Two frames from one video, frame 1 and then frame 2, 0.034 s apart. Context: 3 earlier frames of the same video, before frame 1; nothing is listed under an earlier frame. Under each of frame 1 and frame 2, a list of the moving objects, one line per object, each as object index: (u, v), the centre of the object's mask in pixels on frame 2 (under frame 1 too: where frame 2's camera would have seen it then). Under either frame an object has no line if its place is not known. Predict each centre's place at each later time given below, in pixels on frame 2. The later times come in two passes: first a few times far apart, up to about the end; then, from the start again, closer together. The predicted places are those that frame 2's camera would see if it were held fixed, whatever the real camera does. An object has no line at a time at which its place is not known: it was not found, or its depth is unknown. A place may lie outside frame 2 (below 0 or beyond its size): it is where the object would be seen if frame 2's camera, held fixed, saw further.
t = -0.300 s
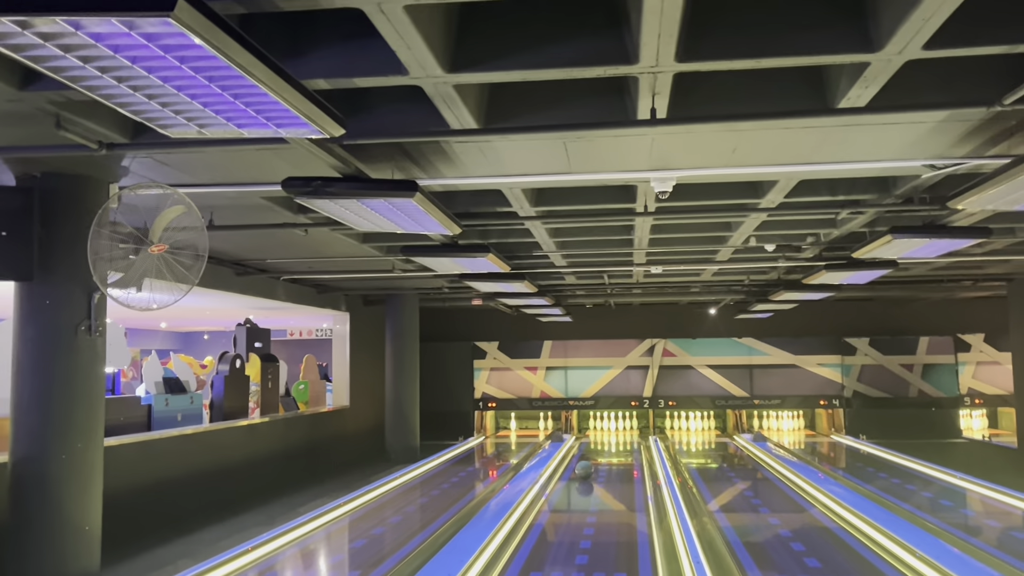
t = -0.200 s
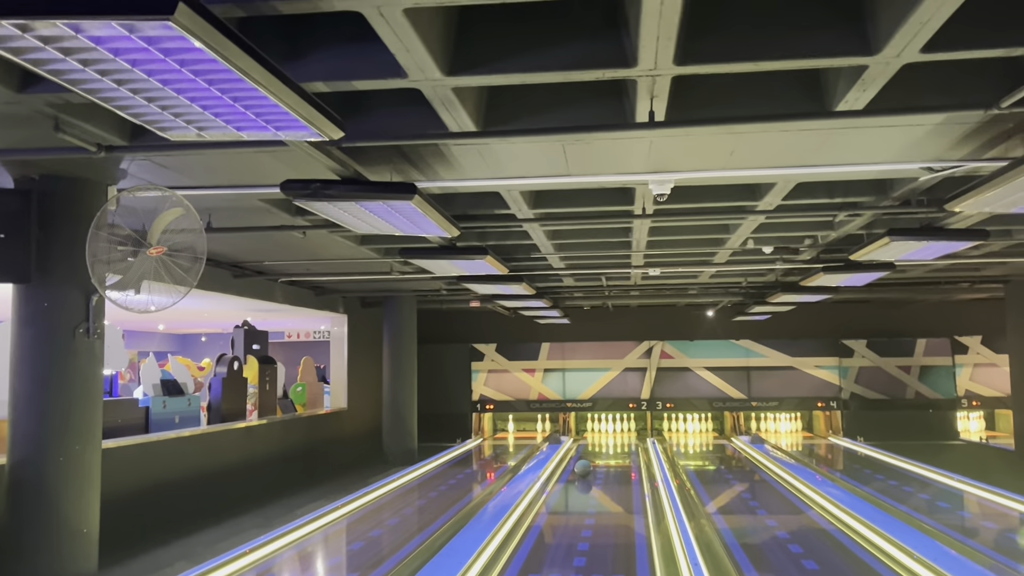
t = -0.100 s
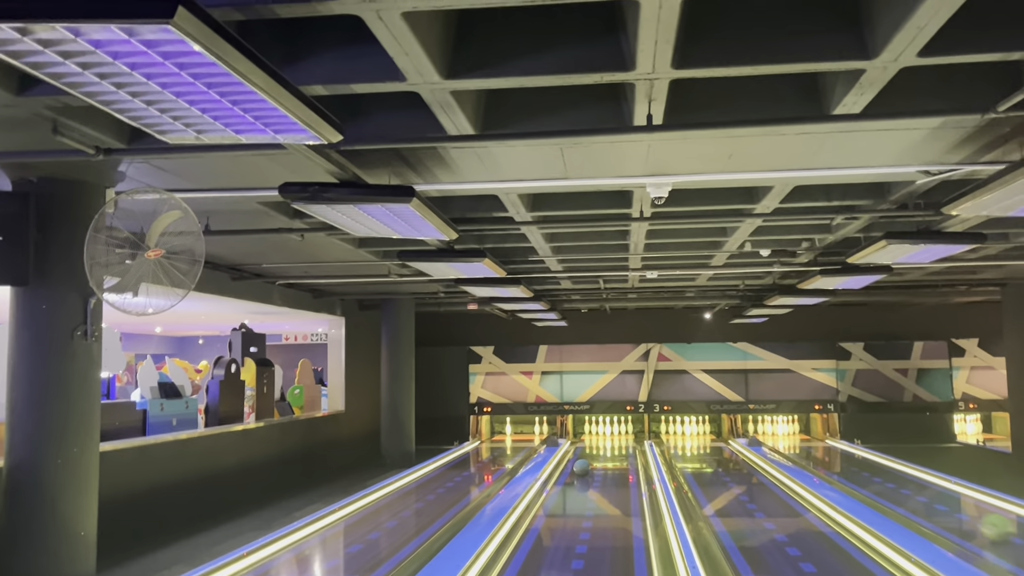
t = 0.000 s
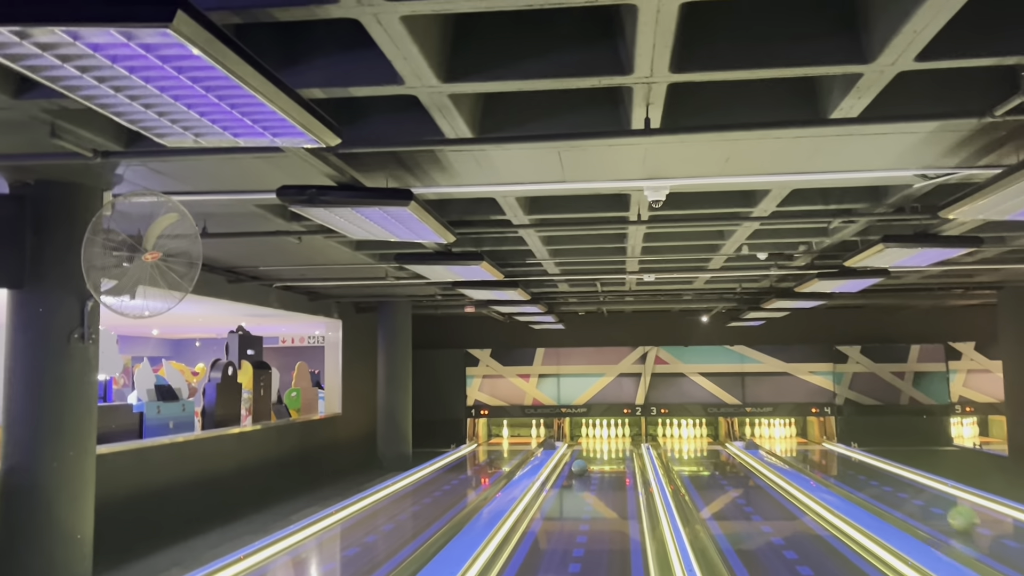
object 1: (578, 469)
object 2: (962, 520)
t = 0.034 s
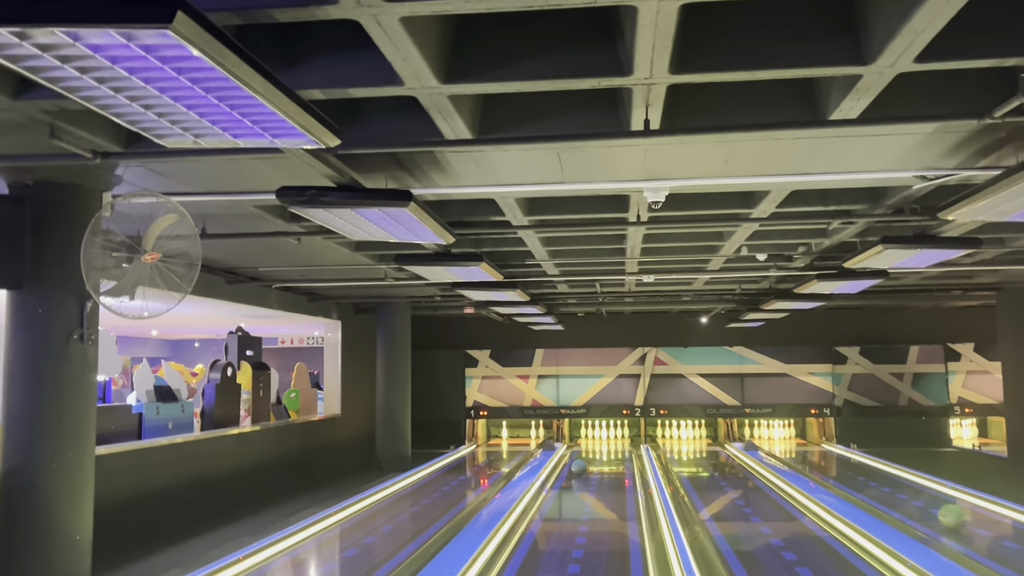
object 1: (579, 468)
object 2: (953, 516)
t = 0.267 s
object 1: (581, 462)
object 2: (900, 496)
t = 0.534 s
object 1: (583, 456)
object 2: (857, 479)
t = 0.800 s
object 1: (584, 452)
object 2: (827, 466)
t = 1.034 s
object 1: (588, 447)
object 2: (803, 458)
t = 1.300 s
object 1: (589, 443)
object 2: (783, 450)
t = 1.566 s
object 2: (766, 444)
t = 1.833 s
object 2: (752, 438)
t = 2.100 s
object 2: (741, 438)
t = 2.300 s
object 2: (739, 437)
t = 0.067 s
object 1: (579, 467)
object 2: (944, 513)
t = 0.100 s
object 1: (579, 466)
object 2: (936, 510)
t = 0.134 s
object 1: (580, 465)
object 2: (928, 507)
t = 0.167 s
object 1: (580, 465)
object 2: (921, 504)
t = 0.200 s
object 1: (580, 464)
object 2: (913, 501)
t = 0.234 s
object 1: (580, 463)
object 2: (907, 498)
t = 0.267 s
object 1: (581, 462)
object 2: (900, 496)
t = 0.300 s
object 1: (581, 462)
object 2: (894, 493)
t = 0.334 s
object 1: (581, 461)
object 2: (888, 491)
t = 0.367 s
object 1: (581, 461)
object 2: (882, 488)
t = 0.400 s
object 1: (581, 460)
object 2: (877, 486)
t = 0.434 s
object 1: (582, 458)
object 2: (871, 484)
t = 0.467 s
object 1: (582, 457)
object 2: (866, 482)
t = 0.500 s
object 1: (582, 457)
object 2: (861, 480)
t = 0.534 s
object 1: (583, 456)
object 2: (857, 479)
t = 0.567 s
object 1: (583, 455)
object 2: (853, 477)
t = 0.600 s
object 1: (583, 455)
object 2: (848, 475)
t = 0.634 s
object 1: (584, 454)
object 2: (844, 473)
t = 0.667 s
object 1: (584, 453)
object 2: (840, 472)
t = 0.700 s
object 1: (584, 453)
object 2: (835, 470)
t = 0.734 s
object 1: (582, 452)
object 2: (832, 468)
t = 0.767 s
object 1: (583, 452)
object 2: (829, 467)
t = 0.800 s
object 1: (584, 452)
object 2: (827, 466)
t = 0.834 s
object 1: (583, 451)
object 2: (820, 464)
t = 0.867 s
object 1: (584, 450)
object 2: (817, 463)
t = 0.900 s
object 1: (586, 450)
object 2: (815, 462)
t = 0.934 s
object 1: (587, 448)
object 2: (811, 460)
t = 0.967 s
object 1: (587, 448)
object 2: (808, 459)
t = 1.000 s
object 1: (587, 447)
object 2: (805, 458)
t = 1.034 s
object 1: (588, 447)
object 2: (803, 458)
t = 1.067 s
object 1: (588, 447)
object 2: (800, 457)
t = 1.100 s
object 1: (588, 446)
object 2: (798, 456)
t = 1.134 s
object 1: (588, 446)
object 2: (797, 454)
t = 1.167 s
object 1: (588, 445)
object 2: (794, 454)
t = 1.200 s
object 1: (589, 445)
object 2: (791, 453)
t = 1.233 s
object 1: (589, 444)
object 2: (788, 452)
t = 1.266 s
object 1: (589, 444)
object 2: (785, 451)
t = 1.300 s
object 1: (589, 443)
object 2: (783, 450)
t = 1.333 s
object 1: (590, 443)
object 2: (781, 449)
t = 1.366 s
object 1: (590, 443)
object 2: (778, 448)
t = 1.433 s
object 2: (774, 447)
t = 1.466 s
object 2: (772, 446)
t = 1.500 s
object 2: (770, 445)
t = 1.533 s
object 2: (768, 444)
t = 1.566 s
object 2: (766, 444)
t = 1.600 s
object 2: (765, 443)
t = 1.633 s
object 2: (763, 442)
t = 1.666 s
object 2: (761, 442)
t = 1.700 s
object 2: (759, 441)
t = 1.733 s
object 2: (758, 440)
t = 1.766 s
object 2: (756, 439)
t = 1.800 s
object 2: (755, 439)
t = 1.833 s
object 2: (752, 438)
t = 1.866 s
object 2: (750, 438)
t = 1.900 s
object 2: (749, 438)
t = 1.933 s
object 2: (746, 438)
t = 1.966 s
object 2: (744, 438)
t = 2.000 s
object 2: (743, 437)
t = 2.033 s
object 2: (742, 438)
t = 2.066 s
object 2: (742, 437)
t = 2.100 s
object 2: (741, 438)
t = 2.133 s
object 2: (741, 438)
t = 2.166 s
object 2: (740, 437)
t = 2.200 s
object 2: (740, 437)
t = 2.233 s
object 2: (740, 437)
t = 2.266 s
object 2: (739, 437)
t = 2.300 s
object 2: (739, 437)
